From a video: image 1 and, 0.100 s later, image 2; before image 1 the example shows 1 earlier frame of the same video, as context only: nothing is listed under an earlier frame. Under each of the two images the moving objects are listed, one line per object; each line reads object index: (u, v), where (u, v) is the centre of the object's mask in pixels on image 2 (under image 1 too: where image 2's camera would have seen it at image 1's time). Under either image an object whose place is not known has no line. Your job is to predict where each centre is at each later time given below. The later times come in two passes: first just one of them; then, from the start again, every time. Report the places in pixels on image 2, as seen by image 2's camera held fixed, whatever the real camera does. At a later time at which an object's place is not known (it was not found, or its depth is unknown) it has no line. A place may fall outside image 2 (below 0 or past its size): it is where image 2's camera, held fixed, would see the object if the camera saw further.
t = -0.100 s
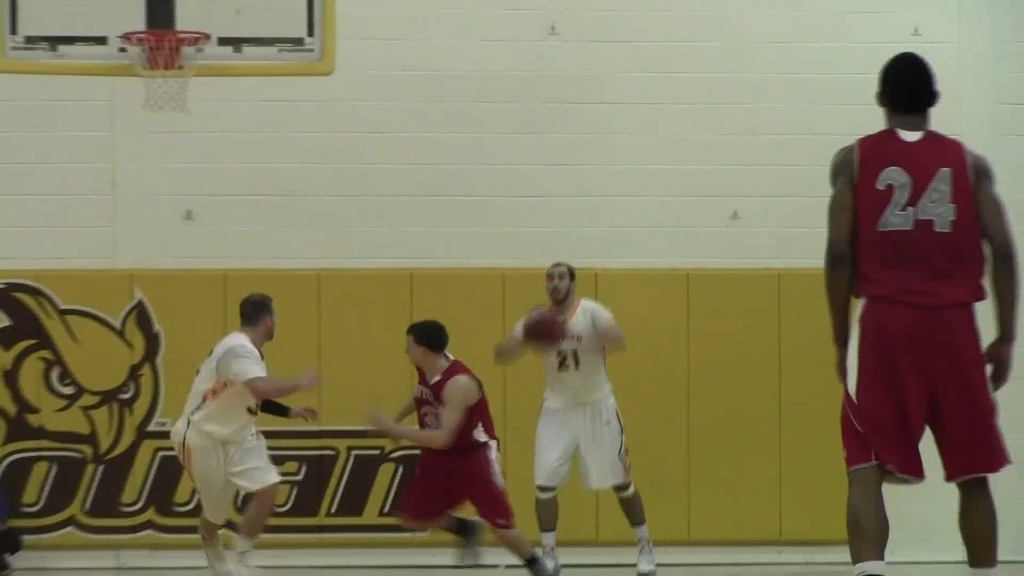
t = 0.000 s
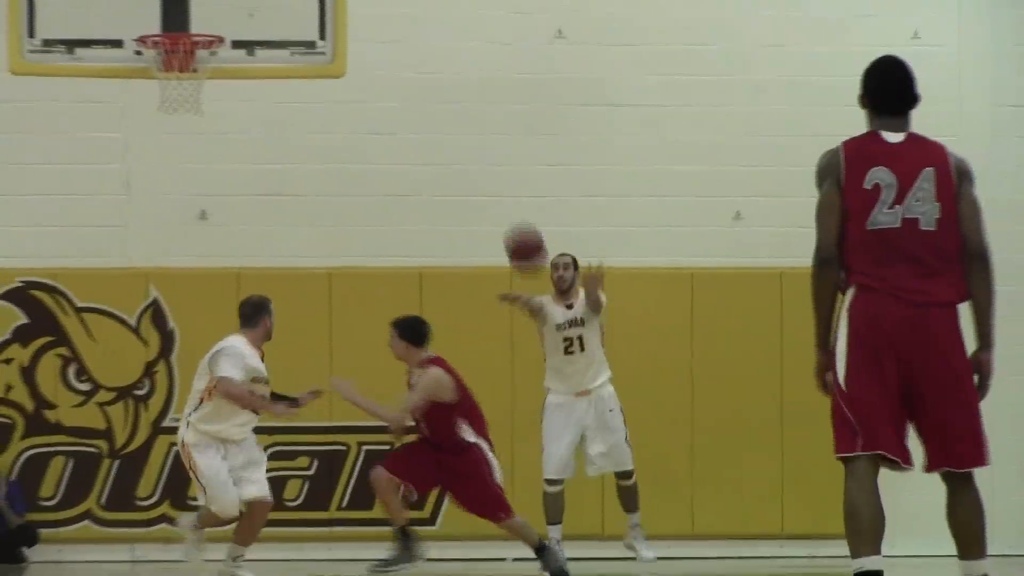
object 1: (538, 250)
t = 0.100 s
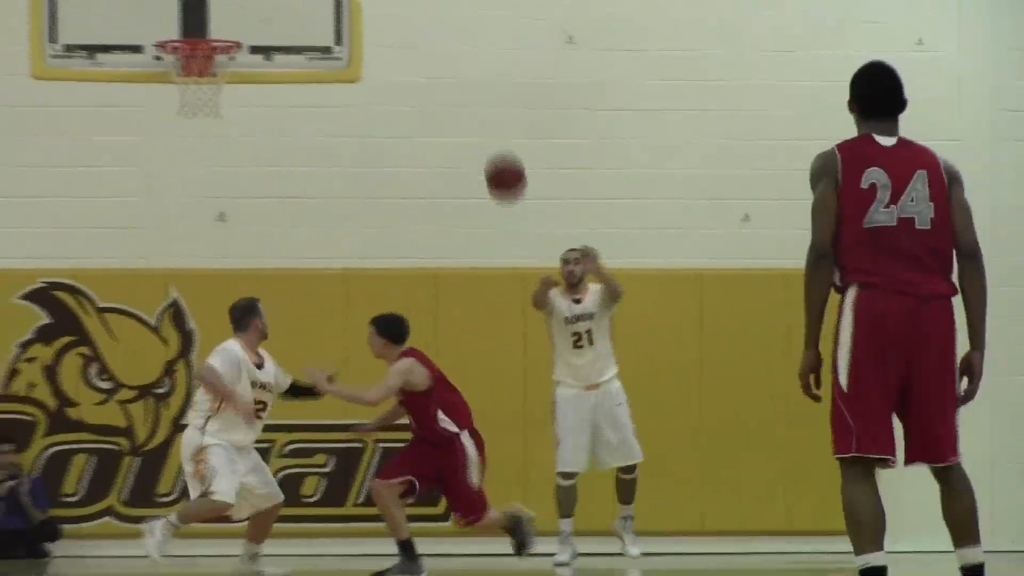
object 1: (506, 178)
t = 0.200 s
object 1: (471, 116)
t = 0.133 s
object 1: (494, 156)
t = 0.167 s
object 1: (483, 136)
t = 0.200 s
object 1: (471, 116)
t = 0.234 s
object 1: (460, 99)
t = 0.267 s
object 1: (448, 83)
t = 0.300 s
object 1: (436, 69)
